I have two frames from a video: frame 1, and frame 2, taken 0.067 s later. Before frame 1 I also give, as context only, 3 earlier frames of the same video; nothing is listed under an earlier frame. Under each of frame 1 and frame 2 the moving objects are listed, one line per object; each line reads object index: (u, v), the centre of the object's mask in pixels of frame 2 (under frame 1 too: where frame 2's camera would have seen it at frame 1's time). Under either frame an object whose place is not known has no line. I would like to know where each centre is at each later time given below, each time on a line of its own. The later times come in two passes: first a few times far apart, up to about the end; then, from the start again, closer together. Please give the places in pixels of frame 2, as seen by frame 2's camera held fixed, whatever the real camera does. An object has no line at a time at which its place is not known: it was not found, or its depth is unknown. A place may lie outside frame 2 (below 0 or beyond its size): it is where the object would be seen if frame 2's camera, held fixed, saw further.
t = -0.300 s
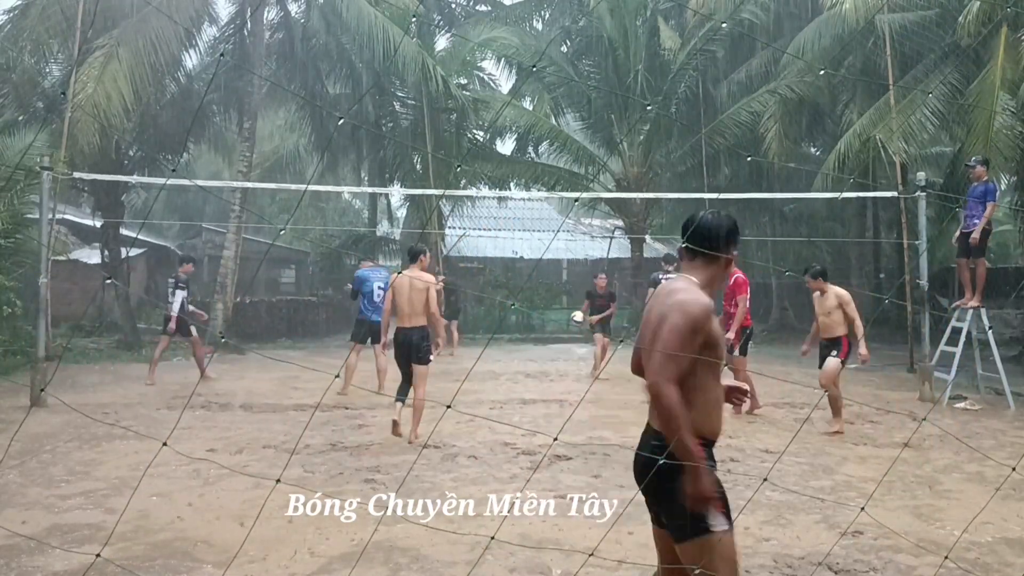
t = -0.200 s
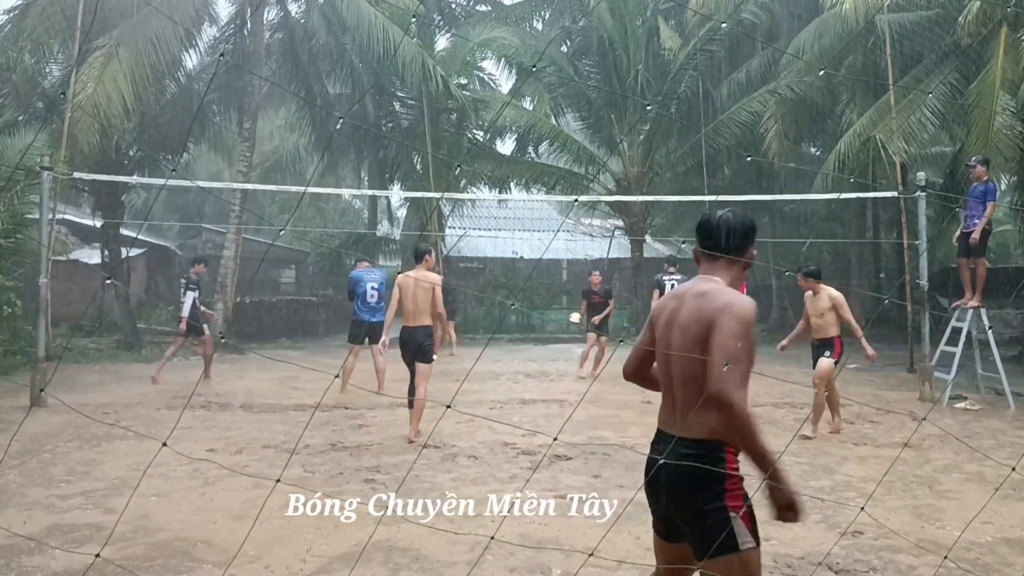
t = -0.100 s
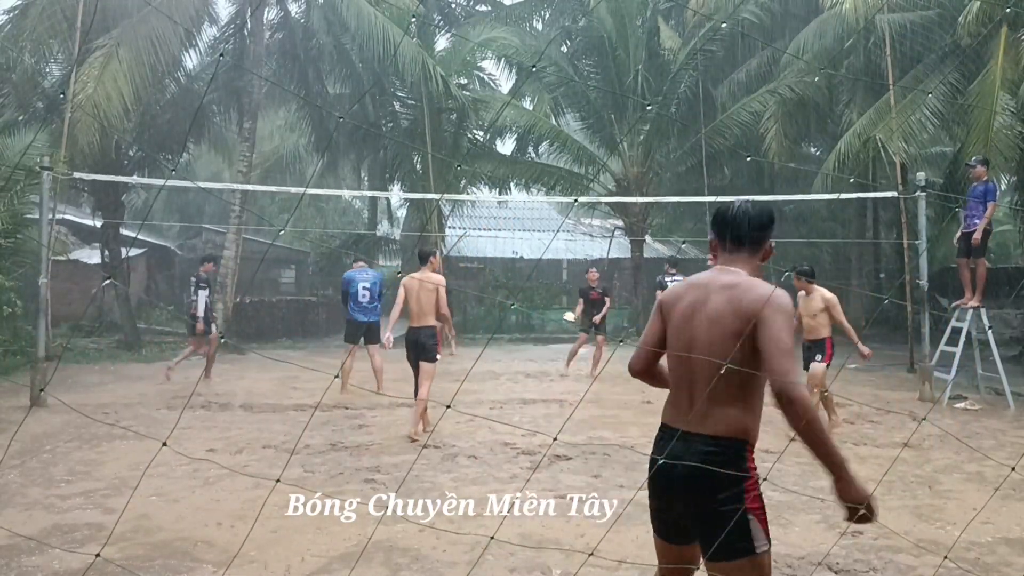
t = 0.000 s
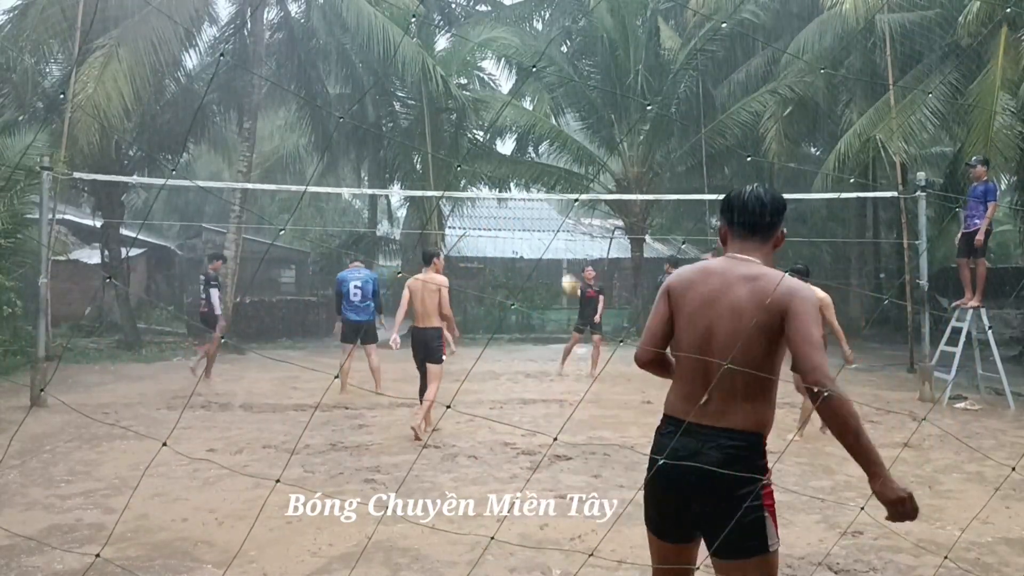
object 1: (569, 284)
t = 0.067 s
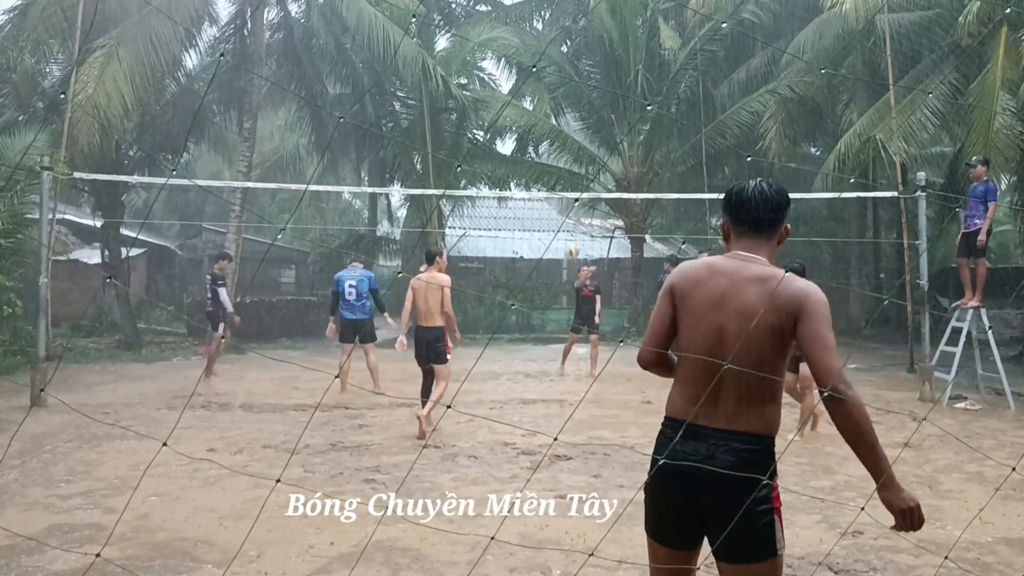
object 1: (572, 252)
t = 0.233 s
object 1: (580, 177)
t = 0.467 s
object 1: (589, 93)
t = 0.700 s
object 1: (600, 44)
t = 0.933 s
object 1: (614, 50)
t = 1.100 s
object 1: (627, 109)
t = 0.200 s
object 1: (578, 188)
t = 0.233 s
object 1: (580, 177)
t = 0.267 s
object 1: (581, 163)
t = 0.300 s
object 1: (582, 148)
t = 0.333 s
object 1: (583, 136)
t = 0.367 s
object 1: (586, 124)
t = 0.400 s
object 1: (587, 113)
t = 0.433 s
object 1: (588, 101)
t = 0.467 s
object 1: (589, 93)
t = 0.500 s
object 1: (590, 83)
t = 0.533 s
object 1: (592, 73)
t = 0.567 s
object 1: (593, 66)
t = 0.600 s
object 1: (595, 60)
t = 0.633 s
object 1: (597, 53)
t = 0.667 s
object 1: (599, 47)
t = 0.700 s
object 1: (600, 44)
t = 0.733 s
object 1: (602, 41)
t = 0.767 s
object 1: (604, 38)
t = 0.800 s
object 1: (606, 39)
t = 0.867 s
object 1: (610, 41)
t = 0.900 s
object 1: (612, 44)
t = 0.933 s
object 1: (614, 50)
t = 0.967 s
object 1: (617, 58)
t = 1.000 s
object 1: (619, 67)
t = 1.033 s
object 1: (622, 78)
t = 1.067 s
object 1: (625, 93)
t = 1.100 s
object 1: (627, 109)
